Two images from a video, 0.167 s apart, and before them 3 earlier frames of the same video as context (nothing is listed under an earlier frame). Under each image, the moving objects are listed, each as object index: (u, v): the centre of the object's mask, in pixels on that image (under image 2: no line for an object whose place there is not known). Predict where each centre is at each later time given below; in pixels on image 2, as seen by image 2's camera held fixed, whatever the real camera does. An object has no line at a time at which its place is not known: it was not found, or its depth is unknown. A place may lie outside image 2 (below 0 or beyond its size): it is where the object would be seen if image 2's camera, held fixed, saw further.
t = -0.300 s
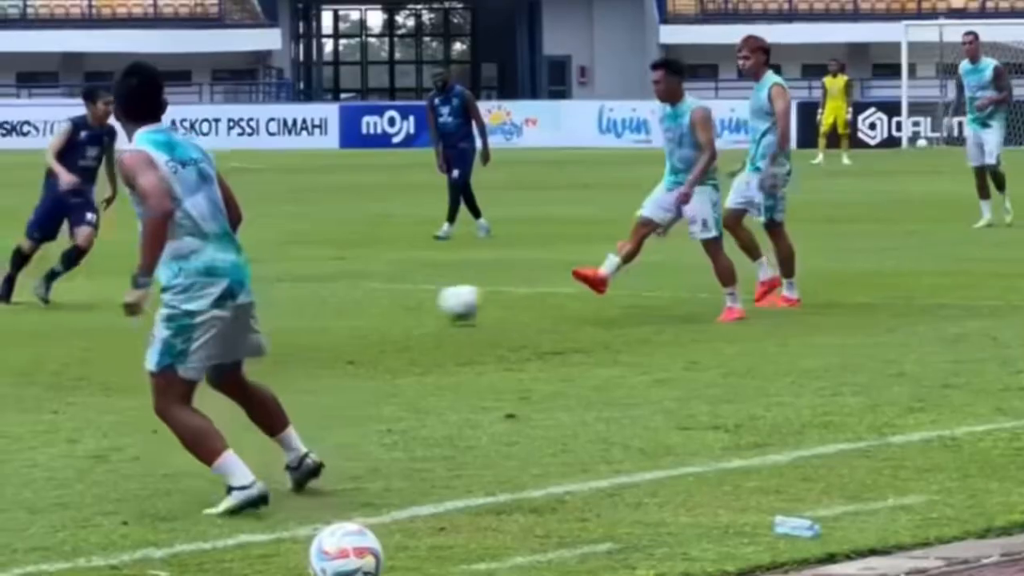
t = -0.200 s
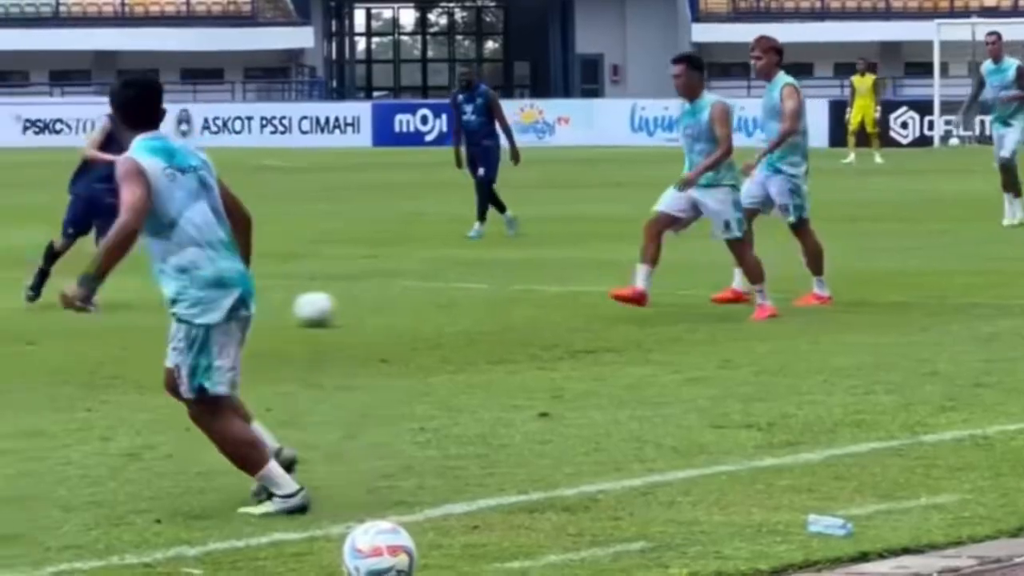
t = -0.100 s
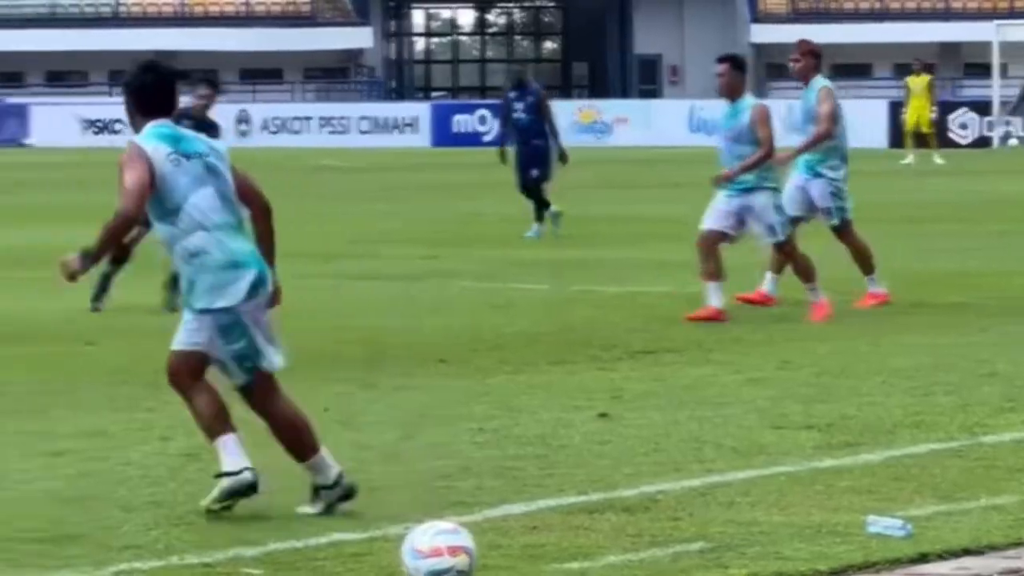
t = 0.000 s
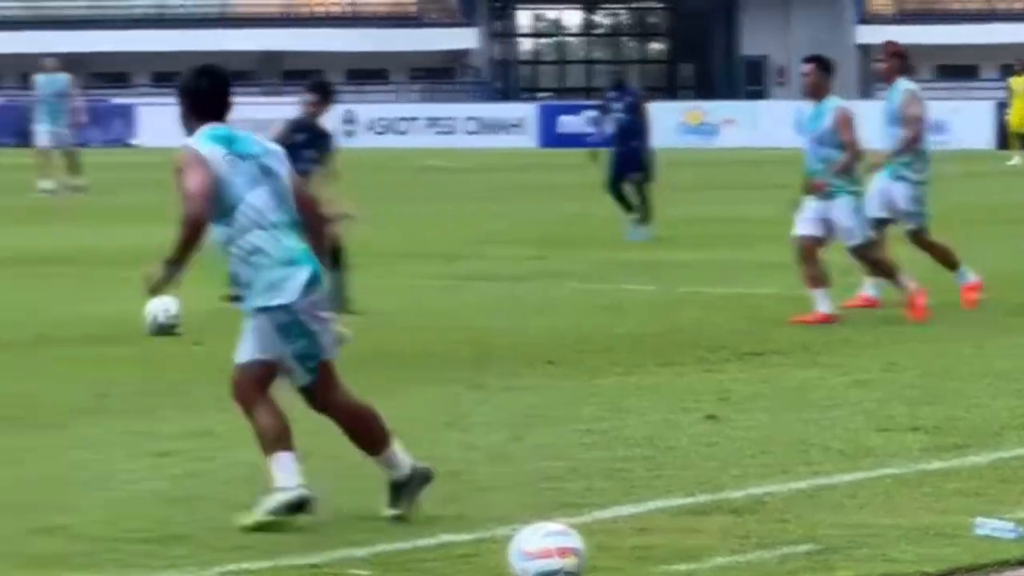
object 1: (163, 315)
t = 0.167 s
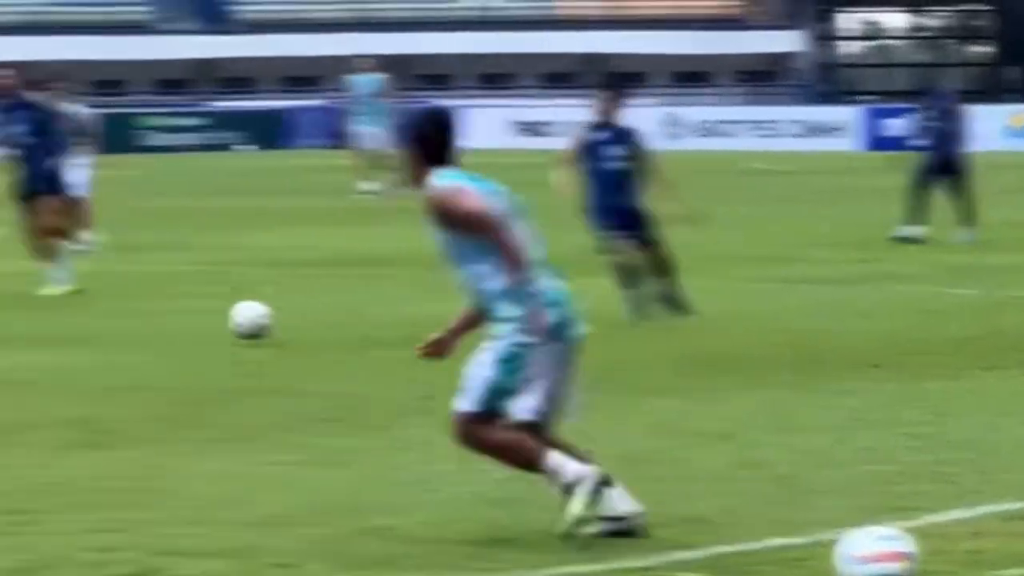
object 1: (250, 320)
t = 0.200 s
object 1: (203, 326)
